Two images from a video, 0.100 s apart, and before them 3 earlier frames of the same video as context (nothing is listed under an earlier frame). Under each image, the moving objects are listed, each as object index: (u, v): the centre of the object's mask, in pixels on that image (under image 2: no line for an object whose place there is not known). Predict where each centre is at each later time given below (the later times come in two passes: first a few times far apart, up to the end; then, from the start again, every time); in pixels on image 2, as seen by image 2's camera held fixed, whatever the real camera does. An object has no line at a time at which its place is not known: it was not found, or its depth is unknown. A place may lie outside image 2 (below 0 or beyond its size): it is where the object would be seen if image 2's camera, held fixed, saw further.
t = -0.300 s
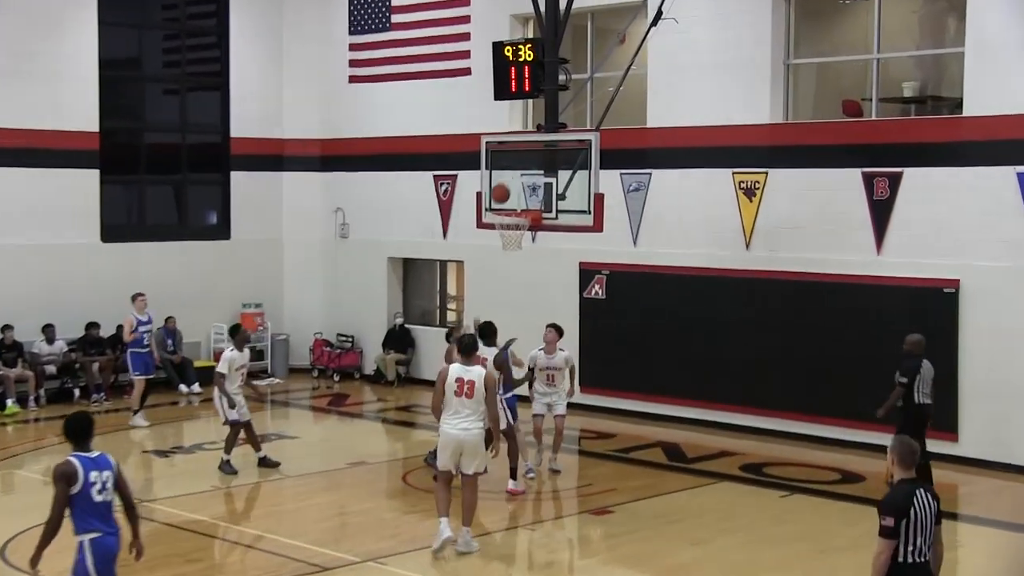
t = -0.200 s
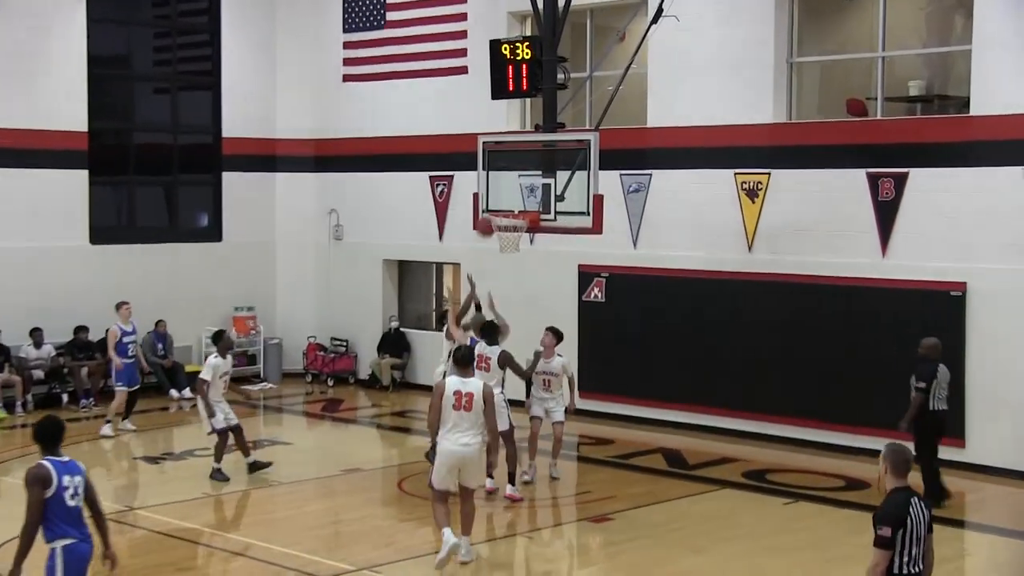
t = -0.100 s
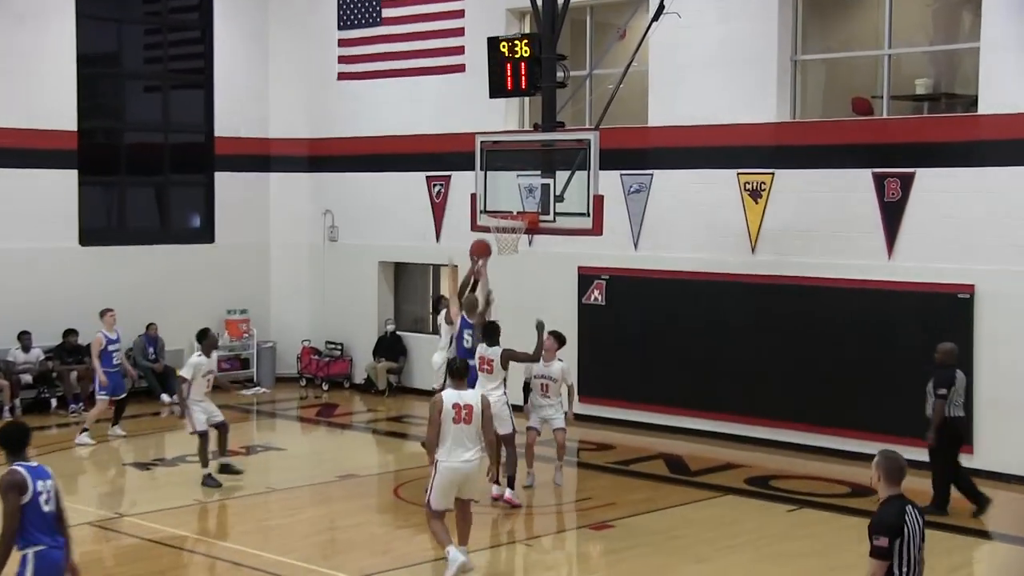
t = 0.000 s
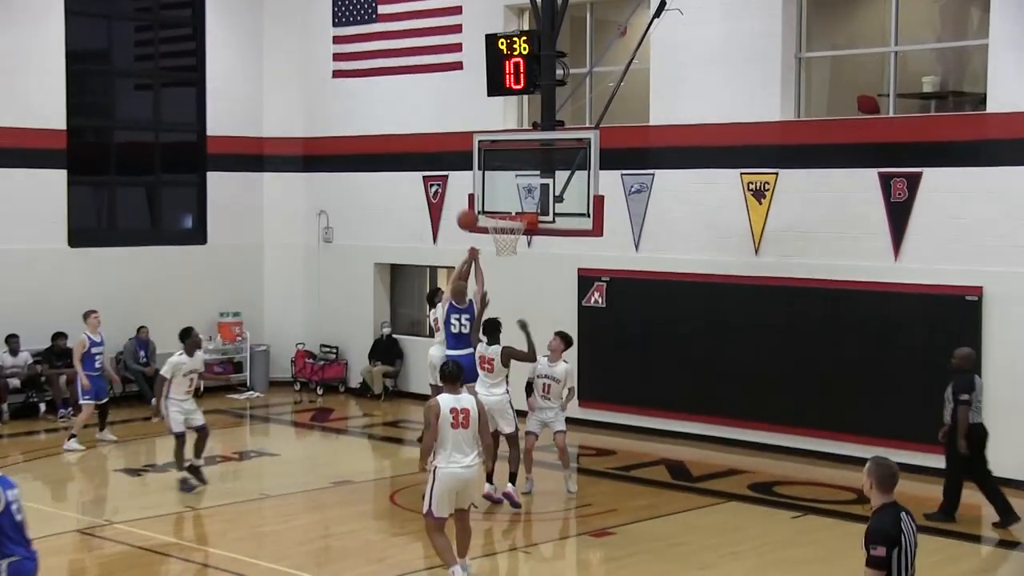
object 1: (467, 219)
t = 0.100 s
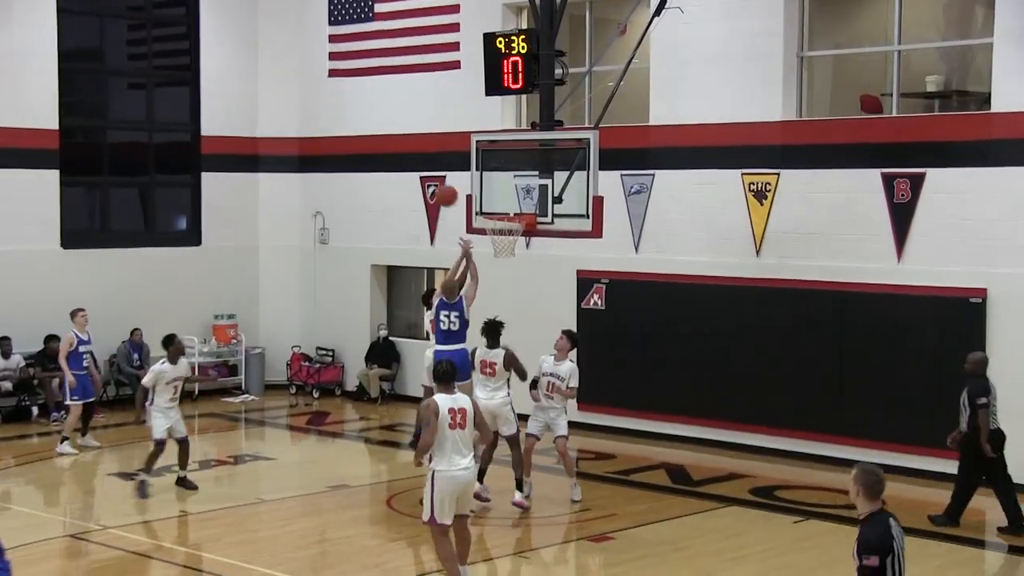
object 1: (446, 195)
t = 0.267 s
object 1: (414, 171)
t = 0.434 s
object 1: (381, 173)
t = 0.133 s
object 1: (440, 187)
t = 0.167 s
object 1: (433, 182)
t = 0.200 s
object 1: (427, 178)
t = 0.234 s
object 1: (420, 174)
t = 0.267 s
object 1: (414, 171)
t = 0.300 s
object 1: (408, 170)
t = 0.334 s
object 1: (401, 169)
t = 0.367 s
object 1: (394, 169)
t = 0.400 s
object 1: (388, 171)
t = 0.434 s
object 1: (381, 173)
